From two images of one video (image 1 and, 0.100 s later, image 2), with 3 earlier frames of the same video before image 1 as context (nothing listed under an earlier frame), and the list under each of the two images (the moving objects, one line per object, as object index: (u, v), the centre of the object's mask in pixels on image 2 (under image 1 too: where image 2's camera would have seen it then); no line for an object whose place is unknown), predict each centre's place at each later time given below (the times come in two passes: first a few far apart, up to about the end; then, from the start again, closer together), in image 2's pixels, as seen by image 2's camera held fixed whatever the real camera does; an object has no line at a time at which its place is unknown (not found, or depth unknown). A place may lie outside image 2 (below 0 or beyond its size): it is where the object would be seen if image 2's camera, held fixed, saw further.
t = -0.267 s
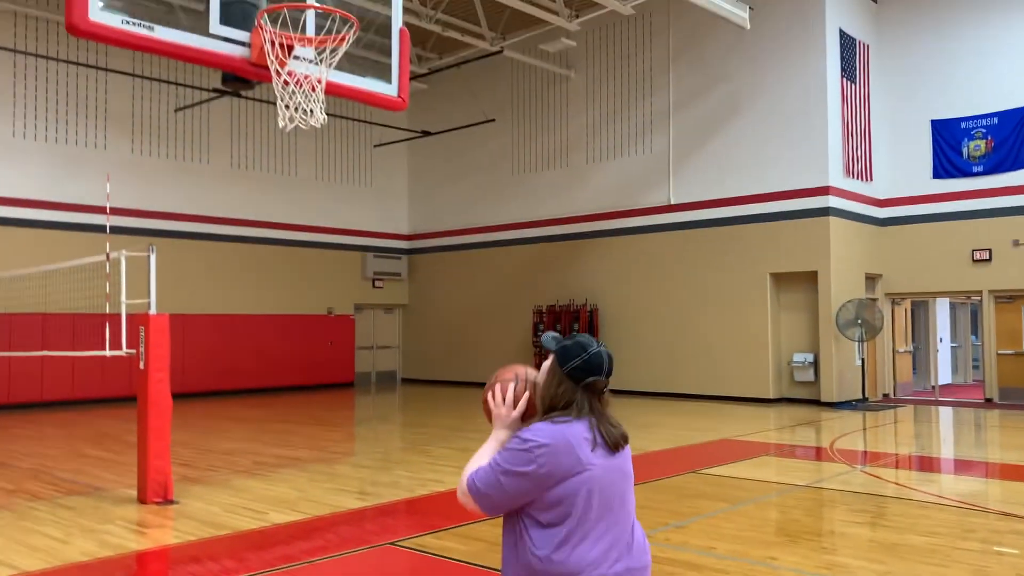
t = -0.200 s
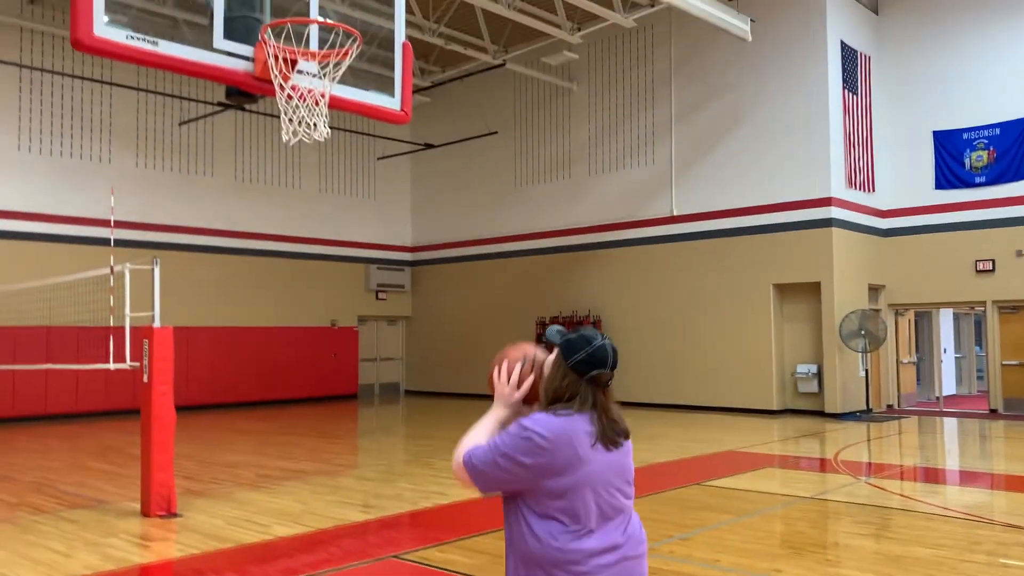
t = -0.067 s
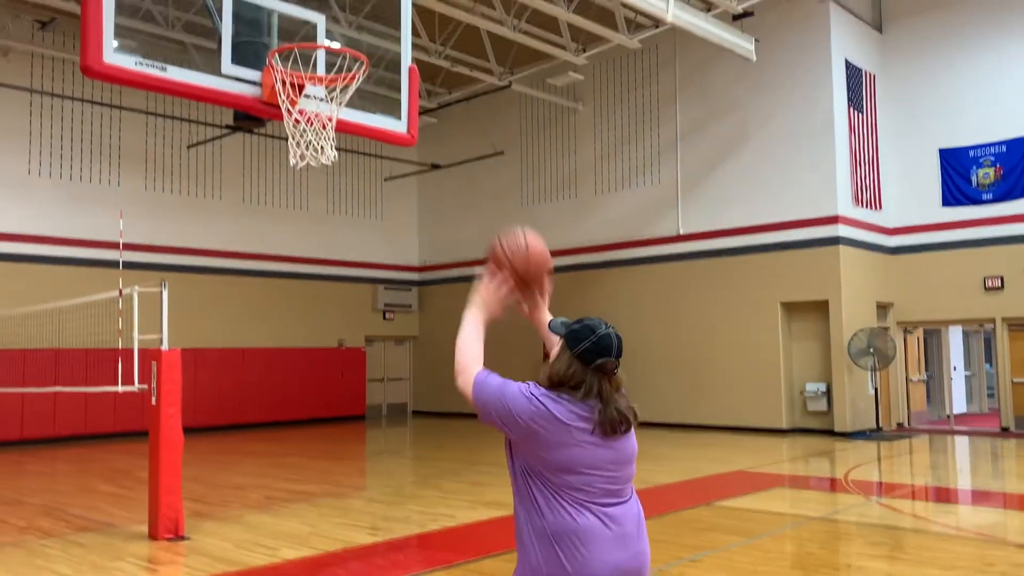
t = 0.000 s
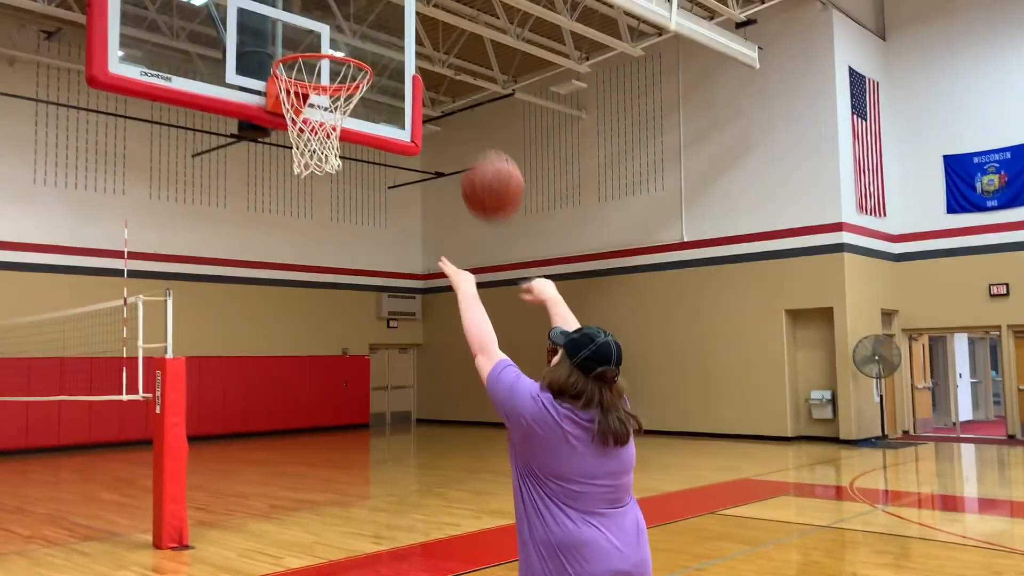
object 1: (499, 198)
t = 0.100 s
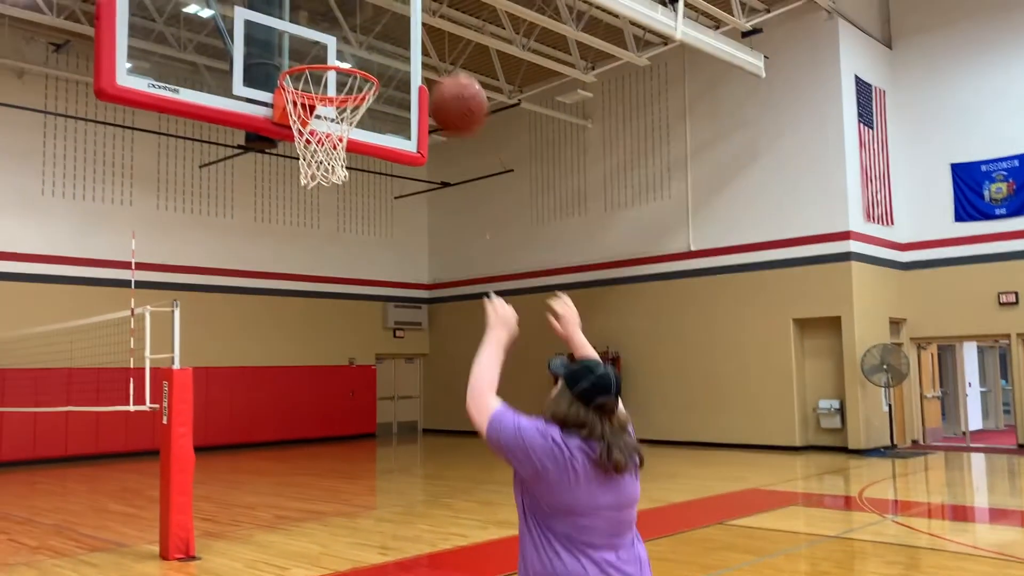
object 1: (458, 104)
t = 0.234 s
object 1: (413, 33)
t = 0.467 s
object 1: (352, 16)
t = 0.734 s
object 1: (313, 54)
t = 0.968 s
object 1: (341, 73)
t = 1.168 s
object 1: (353, 146)
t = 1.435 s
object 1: (345, 300)
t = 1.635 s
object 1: (331, 516)
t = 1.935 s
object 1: (297, 556)
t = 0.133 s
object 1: (446, 82)
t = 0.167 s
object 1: (435, 63)
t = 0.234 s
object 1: (413, 33)
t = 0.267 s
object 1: (403, 22)
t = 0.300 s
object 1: (394, 16)
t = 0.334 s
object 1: (385, 12)
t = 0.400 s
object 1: (368, 9)
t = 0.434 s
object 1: (360, 11)
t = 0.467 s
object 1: (352, 16)
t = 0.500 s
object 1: (345, 22)
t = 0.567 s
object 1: (330, 40)
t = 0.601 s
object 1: (323, 49)
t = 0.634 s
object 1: (315, 66)
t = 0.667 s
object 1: (311, 73)
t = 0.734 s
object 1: (313, 54)
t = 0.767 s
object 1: (318, 52)
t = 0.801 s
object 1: (322, 51)
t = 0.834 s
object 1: (326, 50)
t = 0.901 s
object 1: (333, 54)
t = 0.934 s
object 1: (337, 63)
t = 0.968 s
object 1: (341, 73)
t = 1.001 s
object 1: (345, 86)
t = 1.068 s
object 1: (353, 110)
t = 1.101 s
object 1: (353, 126)
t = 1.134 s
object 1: (354, 136)
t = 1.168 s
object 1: (353, 146)
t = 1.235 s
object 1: (349, 170)
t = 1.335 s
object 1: (345, 222)
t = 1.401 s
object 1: (346, 271)
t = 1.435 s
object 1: (345, 300)
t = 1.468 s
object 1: (344, 328)
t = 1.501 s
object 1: (342, 357)
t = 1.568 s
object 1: (337, 431)
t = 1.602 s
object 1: (332, 470)
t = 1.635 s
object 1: (331, 516)
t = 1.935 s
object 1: (297, 556)
